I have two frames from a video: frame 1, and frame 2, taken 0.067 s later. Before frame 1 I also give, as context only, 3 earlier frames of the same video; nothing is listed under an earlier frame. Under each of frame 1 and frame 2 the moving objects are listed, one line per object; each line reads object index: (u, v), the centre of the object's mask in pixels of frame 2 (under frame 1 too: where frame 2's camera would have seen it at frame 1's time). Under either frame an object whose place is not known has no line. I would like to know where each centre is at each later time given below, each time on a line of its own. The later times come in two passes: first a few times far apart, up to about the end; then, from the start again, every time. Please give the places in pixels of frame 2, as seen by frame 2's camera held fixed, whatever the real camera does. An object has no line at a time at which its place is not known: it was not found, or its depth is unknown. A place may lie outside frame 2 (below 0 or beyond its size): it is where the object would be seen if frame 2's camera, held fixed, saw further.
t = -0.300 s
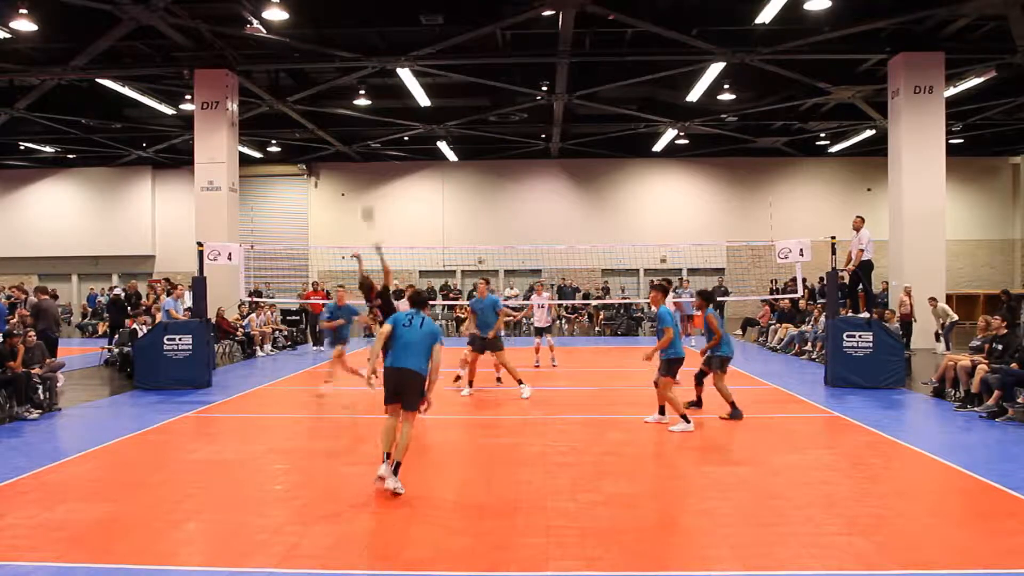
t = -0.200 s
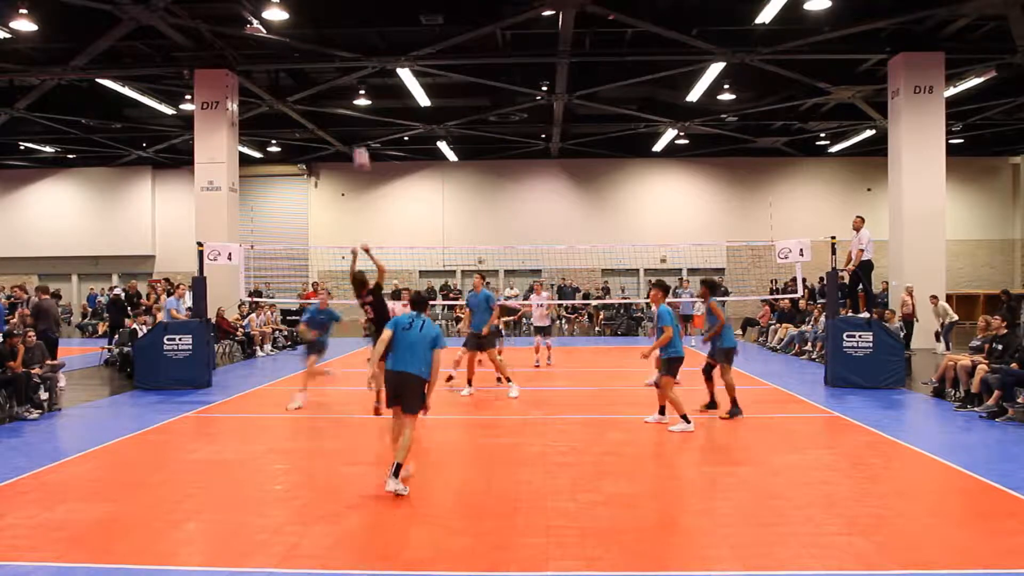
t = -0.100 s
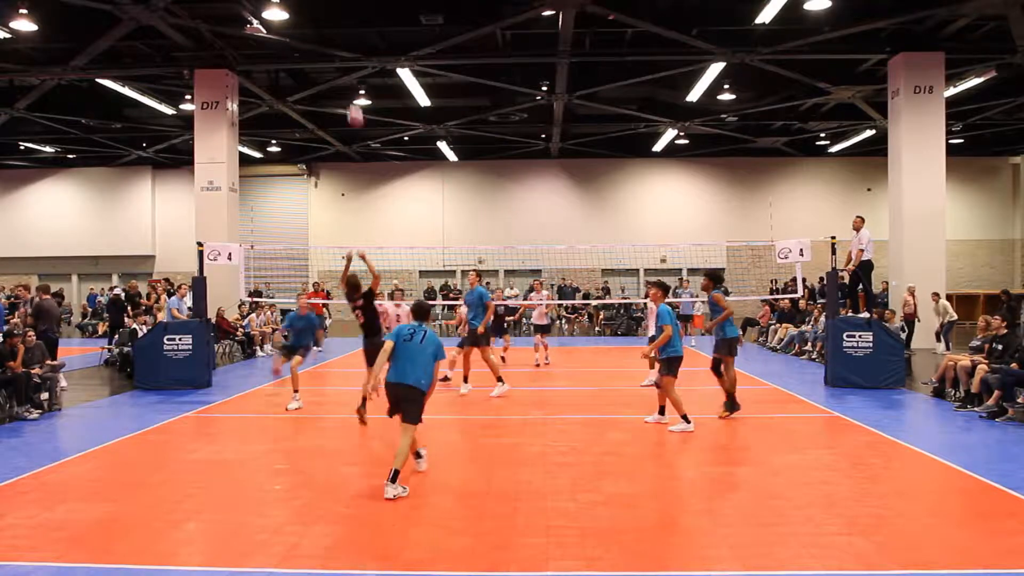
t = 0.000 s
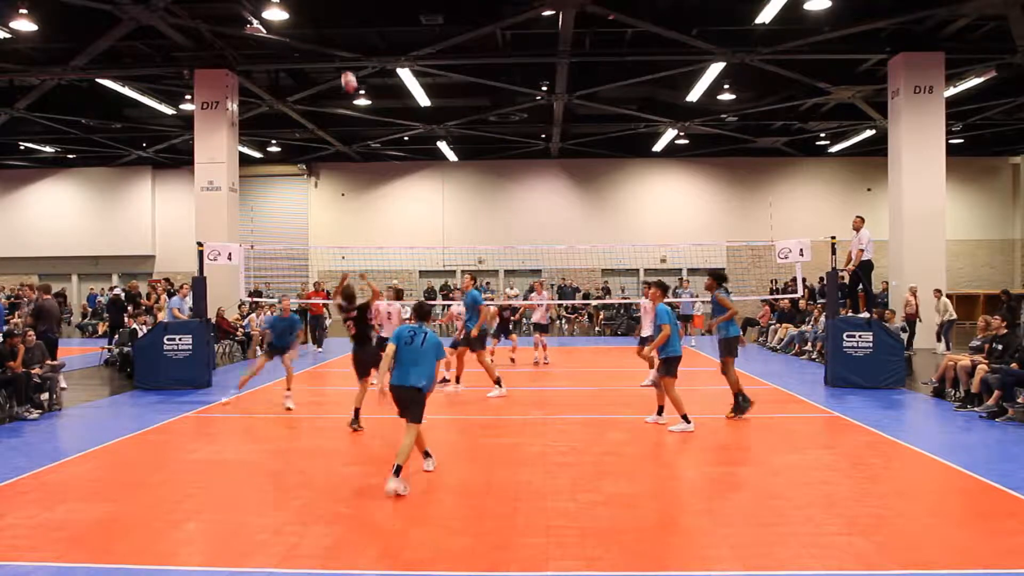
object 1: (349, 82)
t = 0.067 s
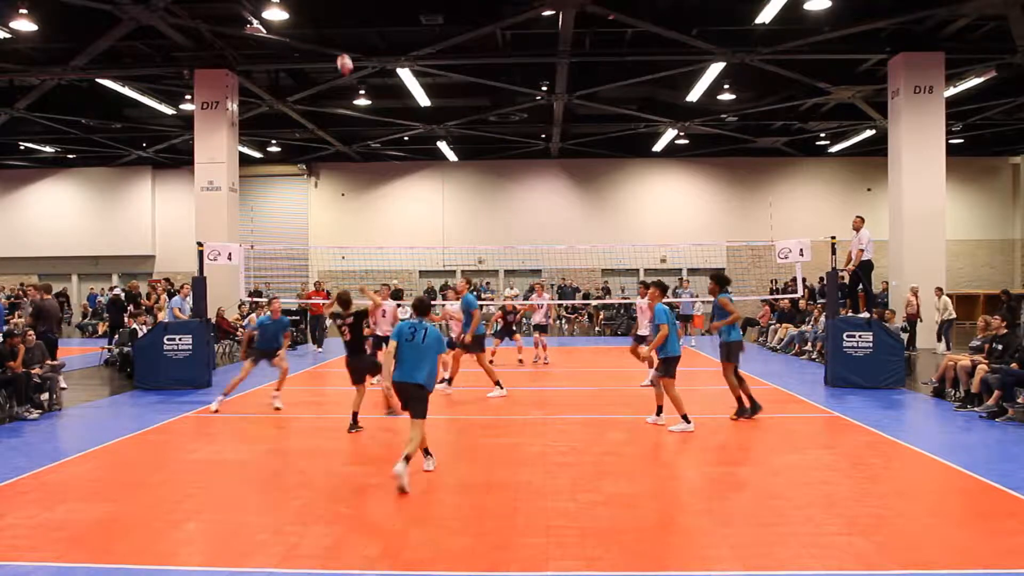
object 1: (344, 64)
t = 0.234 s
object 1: (335, 36)
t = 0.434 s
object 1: (323, 30)
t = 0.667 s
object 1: (311, 54)
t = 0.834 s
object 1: (303, 90)
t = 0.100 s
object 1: (342, 57)
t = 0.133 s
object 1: (341, 50)
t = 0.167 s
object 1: (339, 45)
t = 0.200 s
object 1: (337, 40)
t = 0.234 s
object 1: (335, 36)
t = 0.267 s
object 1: (332, 33)
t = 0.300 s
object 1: (331, 31)
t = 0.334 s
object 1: (329, 30)
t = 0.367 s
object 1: (327, 29)
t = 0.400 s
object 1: (325, 29)
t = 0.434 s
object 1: (323, 30)
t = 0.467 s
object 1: (322, 31)
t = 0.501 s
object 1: (320, 33)
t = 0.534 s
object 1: (318, 36)
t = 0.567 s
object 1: (316, 40)
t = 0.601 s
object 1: (314, 43)
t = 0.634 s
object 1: (313, 48)
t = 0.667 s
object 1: (311, 54)
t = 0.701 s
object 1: (310, 60)
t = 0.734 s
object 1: (308, 66)
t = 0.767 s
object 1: (306, 74)
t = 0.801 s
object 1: (305, 81)
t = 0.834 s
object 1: (303, 90)
